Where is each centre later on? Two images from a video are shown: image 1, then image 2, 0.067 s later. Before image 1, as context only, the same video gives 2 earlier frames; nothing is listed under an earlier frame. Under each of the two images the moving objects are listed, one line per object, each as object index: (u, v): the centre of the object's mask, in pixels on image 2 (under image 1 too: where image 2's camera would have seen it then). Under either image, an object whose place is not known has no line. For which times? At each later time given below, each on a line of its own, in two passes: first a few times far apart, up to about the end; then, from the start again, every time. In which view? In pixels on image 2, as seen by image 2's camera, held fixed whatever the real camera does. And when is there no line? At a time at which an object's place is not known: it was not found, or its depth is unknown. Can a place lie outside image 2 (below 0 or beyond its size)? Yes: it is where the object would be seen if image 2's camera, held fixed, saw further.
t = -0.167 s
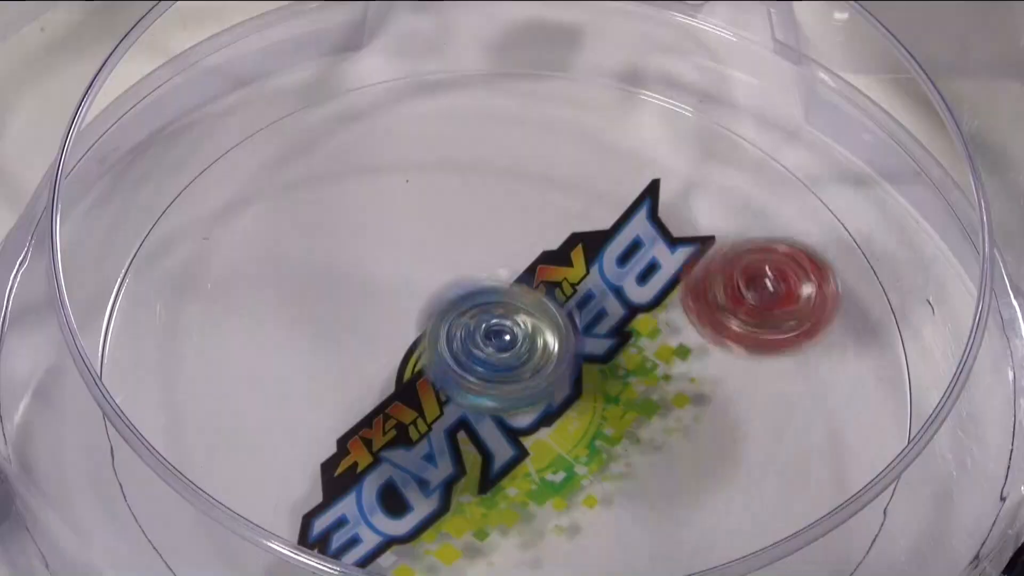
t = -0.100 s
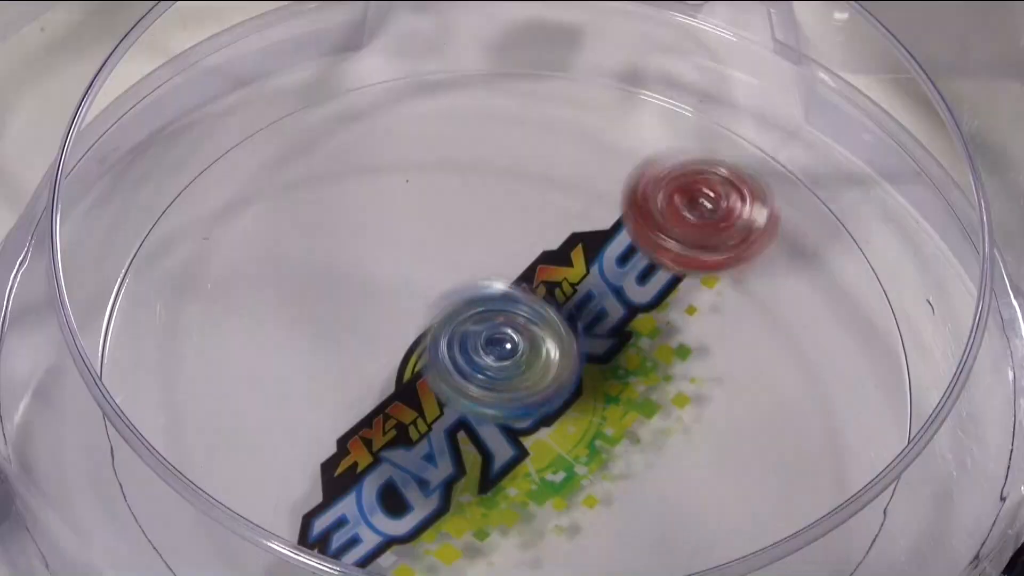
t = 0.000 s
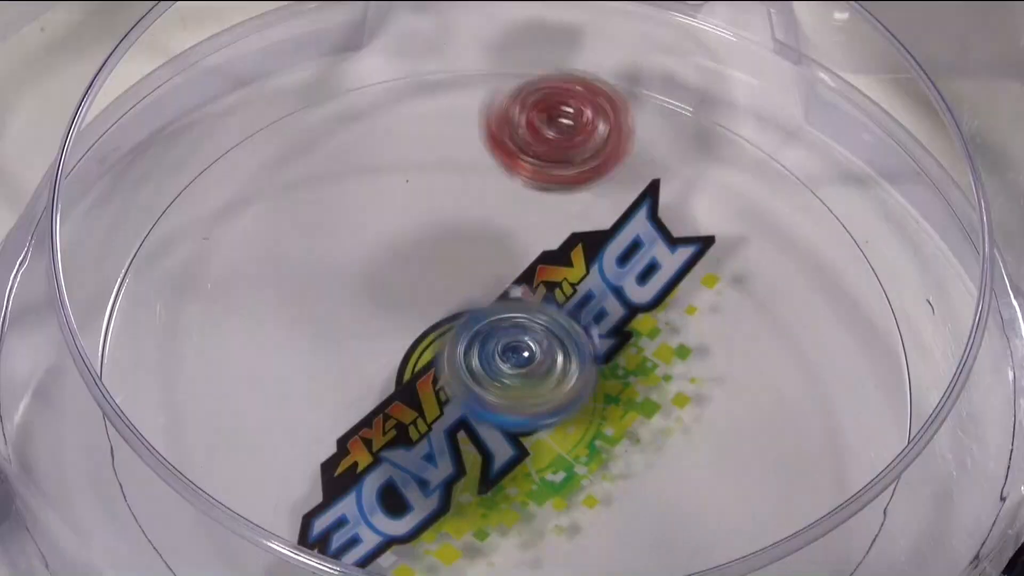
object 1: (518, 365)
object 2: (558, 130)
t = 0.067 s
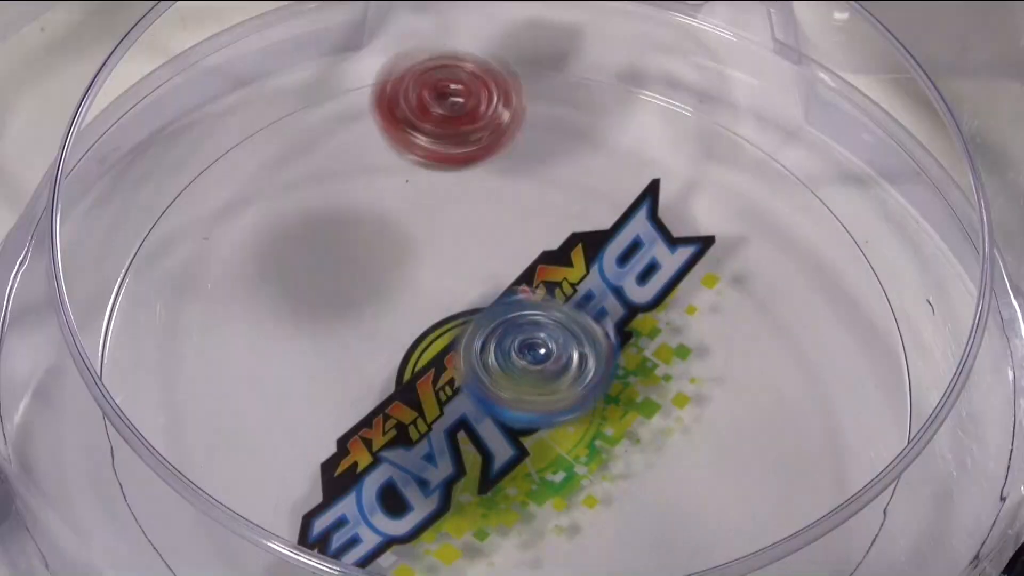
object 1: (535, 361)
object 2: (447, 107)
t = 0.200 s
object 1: (550, 333)
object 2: (246, 164)
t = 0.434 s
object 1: (515, 323)
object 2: (281, 477)
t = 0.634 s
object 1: (541, 352)
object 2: (640, 518)
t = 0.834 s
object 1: (562, 356)
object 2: (812, 298)
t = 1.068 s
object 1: (550, 348)
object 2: (566, 100)
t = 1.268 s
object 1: (536, 368)
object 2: (301, 246)
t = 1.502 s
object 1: (547, 378)
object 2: (393, 532)
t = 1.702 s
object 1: (544, 361)
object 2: (698, 532)
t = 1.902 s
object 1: (521, 358)
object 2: (778, 315)
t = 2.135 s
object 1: (527, 364)
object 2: (466, 161)
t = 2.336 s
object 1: (540, 348)
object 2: (213, 277)
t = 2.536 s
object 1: (535, 335)
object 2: (319, 502)
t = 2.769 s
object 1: (532, 347)
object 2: (684, 469)
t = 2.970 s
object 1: (544, 359)
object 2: (731, 230)
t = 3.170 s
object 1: (550, 359)
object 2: (502, 110)
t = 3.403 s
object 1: (543, 360)
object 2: (284, 304)
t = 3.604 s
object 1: (531, 362)
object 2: (438, 522)
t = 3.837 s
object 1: (537, 362)
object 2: (763, 468)
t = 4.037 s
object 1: (537, 353)
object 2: (722, 251)
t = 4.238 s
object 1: (537, 350)
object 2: (456, 186)
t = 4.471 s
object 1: (540, 348)
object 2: (245, 351)
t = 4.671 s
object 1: (539, 354)
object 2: (382, 524)
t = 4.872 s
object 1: (537, 360)
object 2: (649, 477)
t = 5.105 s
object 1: (511, 345)
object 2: (696, 242)
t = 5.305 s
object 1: (513, 349)
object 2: (511, 153)
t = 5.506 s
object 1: (534, 348)
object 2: (356, 253)
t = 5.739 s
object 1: (549, 342)
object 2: (380, 461)
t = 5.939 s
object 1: (552, 340)
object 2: (569, 508)
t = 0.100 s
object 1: (542, 355)
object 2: (393, 108)
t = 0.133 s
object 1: (546, 350)
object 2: (340, 121)
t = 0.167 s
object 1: (551, 341)
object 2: (290, 138)
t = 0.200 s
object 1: (550, 333)
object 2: (246, 164)
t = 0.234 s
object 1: (548, 326)
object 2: (214, 203)
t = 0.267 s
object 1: (543, 319)
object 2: (188, 244)
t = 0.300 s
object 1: (537, 316)
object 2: (174, 289)
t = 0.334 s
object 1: (530, 313)
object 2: (180, 344)
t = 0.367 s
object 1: (523, 315)
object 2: (199, 391)
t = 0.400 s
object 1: (516, 318)
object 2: (230, 434)
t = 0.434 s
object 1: (515, 323)
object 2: (281, 477)
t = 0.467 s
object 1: (514, 331)
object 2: (334, 504)
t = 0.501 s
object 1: (517, 338)
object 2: (387, 525)
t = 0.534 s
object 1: (521, 343)
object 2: (459, 533)
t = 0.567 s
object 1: (530, 351)
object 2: (516, 532)
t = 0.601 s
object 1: (534, 353)
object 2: (583, 529)
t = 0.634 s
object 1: (541, 352)
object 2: (640, 518)
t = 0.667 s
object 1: (547, 357)
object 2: (698, 499)
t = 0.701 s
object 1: (552, 355)
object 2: (737, 466)
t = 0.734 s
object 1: (556, 356)
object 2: (773, 428)
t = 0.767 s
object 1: (556, 357)
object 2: (795, 385)
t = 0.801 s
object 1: (560, 354)
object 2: (812, 340)
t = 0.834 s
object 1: (562, 356)
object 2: (812, 298)
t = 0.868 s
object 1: (564, 352)
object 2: (802, 252)
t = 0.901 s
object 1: (563, 350)
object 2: (782, 212)
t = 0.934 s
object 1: (562, 349)
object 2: (752, 173)
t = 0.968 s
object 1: (561, 347)
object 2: (717, 146)
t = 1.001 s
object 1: (558, 347)
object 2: (669, 123)
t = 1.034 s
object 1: (552, 348)
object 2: (618, 108)
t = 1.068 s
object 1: (550, 348)
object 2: (566, 100)
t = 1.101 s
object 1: (548, 348)
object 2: (511, 103)
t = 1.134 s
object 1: (544, 350)
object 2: (459, 117)
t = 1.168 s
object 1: (542, 356)
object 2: (404, 138)
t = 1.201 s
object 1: (536, 358)
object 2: (363, 167)
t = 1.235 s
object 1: (536, 363)
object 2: (327, 202)
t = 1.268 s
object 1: (536, 368)
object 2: (301, 246)
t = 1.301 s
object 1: (537, 370)
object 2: (279, 289)
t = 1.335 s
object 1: (539, 373)
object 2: (267, 337)
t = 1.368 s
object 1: (538, 374)
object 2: (272, 384)
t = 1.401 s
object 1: (540, 378)
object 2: (282, 435)
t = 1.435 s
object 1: (542, 378)
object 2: (307, 475)
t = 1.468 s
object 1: (546, 380)
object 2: (343, 509)
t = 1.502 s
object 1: (547, 378)
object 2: (393, 532)
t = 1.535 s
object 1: (551, 378)
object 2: (439, 547)
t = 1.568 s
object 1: (550, 374)
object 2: (500, 550)
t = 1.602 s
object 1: (551, 372)
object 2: (549, 553)
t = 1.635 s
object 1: (550, 369)
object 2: (602, 548)
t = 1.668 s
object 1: (547, 367)
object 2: (662, 543)
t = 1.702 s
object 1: (544, 361)
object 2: (698, 532)
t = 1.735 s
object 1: (540, 357)
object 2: (742, 506)
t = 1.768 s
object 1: (533, 356)
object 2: (777, 479)
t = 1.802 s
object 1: (530, 357)
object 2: (796, 442)
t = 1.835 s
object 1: (528, 356)
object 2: (800, 395)
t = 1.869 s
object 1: (522, 357)
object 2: (796, 353)
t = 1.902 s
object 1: (521, 358)
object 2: (778, 315)
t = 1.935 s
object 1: (520, 359)
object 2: (747, 274)
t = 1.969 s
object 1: (518, 361)
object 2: (711, 241)
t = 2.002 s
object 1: (520, 361)
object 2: (665, 214)
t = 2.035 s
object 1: (523, 363)
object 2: (619, 191)
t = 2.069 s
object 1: (523, 363)
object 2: (571, 176)
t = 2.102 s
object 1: (525, 363)
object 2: (521, 166)
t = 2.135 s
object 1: (527, 364)
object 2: (466, 161)
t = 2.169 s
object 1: (532, 362)
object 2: (412, 164)
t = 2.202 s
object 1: (534, 361)
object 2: (364, 173)
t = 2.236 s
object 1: (538, 358)
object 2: (318, 189)
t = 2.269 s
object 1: (541, 353)
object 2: (279, 212)
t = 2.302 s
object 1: (540, 351)
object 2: (245, 242)
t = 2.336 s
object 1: (540, 348)
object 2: (213, 277)
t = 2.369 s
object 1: (542, 346)
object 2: (200, 315)
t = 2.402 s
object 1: (541, 343)
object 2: (194, 359)
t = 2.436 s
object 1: (541, 340)
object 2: (209, 400)
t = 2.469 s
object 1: (540, 339)
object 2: (239, 442)
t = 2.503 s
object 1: (538, 337)
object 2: (270, 476)
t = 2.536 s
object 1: (535, 335)
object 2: (319, 502)
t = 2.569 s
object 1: (536, 335)
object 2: (371, 525)
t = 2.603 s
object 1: (534, 336)
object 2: (424, 536)
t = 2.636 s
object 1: (532, 337)
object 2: (481, 531)
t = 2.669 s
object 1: (531, 339)
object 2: (544, 527)
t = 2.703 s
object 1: (532, 341)
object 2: (597, 521)
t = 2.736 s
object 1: (531, 345)
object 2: (644, 502)
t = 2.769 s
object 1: (532, 347)
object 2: (684, 469)
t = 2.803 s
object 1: (534, 349)
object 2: (715, 433)
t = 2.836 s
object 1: (536, 354)
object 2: (736, 396)
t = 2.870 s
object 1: (538, 356)
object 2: (748, 355)
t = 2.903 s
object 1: (539, 358)
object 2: (749, 311)
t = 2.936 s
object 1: (542, 359)
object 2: (744, 268)
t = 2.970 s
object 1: (544, 359)
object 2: (731, 230)
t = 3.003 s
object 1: (546, 361)
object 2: (707, 197)
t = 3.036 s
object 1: (551, 360)
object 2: (676, 168)
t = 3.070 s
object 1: (552, 358)
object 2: (639, 140)
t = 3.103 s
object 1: (552, 362)
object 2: (594, 123)
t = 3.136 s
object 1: (551, 360)
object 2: (548, 113)
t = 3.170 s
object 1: (550, 359)
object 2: (502, 110)
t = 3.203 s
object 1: (552, 361)
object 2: (455, 116)
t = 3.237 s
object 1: (553, 357)
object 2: (409, 131)
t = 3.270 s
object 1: (551, 359)
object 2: (368, 153)
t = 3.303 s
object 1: (548, 357)
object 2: (339, 185)
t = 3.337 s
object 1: (545, 355)
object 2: (314, 223)
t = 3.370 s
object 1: (543, 357)
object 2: (294, 263)
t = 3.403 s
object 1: (543, 360)
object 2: (284, 304)
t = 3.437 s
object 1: (538, 360)
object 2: (286, 347)
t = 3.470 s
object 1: (535, 360)
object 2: (296, 392)
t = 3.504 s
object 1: (536, 359)
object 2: (315, 434)
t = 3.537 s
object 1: (536, 362)
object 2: (349, 471)
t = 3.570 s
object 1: (532, 364)
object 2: (393, 504)
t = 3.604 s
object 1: (531, 362)
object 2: (438, 522)
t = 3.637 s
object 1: (534, 364)
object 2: (485, 529)
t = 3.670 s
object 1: (532, 365)
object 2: (537, 532)
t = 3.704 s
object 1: (531, 365)
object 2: (589, 532)
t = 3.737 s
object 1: (533, 364)
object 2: (645, 525)
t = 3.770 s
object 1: (534, 362)
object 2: (691, 516)
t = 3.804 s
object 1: (537, 361)
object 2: (731, 497)
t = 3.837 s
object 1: (537, 362)
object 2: (763, 468)
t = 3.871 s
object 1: (535, 357)
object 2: (782, 433)
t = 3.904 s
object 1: (536, 356)
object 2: (789, 394)
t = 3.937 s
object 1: (536, 353)
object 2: (787, 355)
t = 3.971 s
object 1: (538, 353)
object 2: (775, 319)
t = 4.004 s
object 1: (539, 353)
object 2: (753, 283)
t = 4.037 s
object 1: (537, 353)
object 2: (722, 251)
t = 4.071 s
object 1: (538, 348)
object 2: (685, 225)
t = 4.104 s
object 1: (539, 349)
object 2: (643, 206)
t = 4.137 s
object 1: (539, 346)
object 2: (598, 193)
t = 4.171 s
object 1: (538, 350)
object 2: (550, 184)
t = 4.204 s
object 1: (538, 347)
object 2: (503, 182)
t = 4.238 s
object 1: (537, 350)
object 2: (456, 186)
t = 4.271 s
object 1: (537, 347)
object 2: (412, 198)
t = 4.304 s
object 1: (536, 349)
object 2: (370, 215)
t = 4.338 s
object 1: (536, 347)
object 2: (334, 235)
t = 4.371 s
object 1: (538, 348)
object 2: (301, 259)
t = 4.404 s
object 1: (537, 348)
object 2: (273, 286)
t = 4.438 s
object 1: (541, 349)
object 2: (254, 317)
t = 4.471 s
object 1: (540, 348)
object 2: (245, 351)
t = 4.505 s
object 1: (542, 351)
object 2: (244, 387)
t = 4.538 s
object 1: (539, 349)
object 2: (254, 424)
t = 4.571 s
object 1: (542, 354)
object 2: (274, 458)
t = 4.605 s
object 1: (539, 352)
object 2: (304, 487)
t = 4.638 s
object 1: (541, 355)
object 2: (342, 508)
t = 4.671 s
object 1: (539, 354)
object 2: (382, 524)
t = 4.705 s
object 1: (539, 356)
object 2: (431, 530)
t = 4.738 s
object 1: (542, 358)
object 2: (475, 528)
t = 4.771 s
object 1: (539, 360)
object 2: (521, 524)
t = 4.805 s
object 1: (540, 360)
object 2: (568, 517)
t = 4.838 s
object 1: (541, 361)
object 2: (612, 502)
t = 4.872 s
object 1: (537, 360)
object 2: (649, 477)
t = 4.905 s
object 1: (539, 362)
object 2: (675, 444)
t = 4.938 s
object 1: (537, 358)
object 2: (698, 412)
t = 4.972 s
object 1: (533, 354)
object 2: (712, 378)
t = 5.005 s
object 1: (526, 351)
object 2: (721, 342)
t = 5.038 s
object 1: (521, 349)
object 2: (720, 306)
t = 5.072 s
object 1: (515, 348)
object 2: (713, 273)
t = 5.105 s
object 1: (511, 345)
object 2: (696, 242)
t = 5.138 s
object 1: (509, 345)
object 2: (674, 214)
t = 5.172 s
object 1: (505, 345)
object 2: (647, 192)
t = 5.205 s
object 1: (511, 344)
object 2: (615, 173)
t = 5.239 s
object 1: (512, 349)
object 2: (583, 161)
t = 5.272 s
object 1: (509, 348)
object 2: (546, 154)
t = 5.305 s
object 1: (513, 349)
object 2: (511, 153)
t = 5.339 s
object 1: (512, 348)
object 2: (475, 158)
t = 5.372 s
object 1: (517, 348)
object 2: (440, 169)
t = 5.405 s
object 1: (518, 350)
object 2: (412, 184)
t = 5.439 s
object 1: (524, 348)
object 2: (388, 205)
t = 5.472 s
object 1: (531, 350)
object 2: (371, 227)
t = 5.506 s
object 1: (534, 348)
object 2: (356, 253)
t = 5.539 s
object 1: (539, 346)
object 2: (345, 279)
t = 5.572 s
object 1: (542, 350)
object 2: (337, 308)
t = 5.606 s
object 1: (537, 348)
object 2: (331, 338)
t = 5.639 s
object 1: (542, 345)
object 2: (331, 370)
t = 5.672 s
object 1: (547, 348)
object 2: (340, 403)
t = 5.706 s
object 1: (543, 347)
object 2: (356, 433)
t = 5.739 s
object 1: (549, 342)
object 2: (380, 461)
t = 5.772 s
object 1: (557, 343)
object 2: (407, 482)
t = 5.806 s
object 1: (555, 345)
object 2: (440, 497)
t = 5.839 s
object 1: (555, 347)
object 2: (470, 504)
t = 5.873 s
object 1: (551, 350)
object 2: (505, 510)
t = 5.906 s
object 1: (546, 343)
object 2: (537, 510)
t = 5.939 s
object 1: (552, 340)
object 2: (569, 508)
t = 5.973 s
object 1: (553, 340)
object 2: (602, 505)
